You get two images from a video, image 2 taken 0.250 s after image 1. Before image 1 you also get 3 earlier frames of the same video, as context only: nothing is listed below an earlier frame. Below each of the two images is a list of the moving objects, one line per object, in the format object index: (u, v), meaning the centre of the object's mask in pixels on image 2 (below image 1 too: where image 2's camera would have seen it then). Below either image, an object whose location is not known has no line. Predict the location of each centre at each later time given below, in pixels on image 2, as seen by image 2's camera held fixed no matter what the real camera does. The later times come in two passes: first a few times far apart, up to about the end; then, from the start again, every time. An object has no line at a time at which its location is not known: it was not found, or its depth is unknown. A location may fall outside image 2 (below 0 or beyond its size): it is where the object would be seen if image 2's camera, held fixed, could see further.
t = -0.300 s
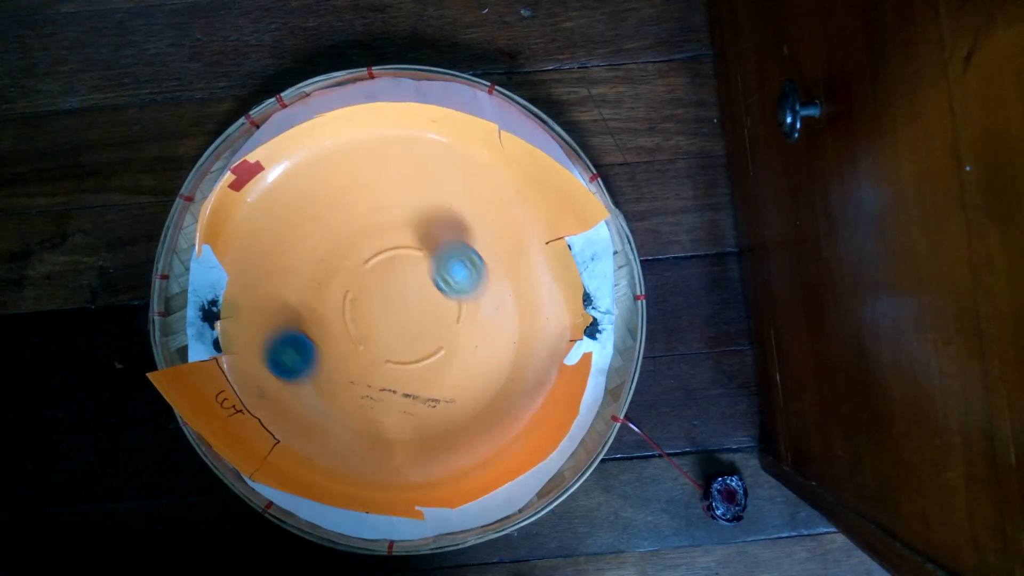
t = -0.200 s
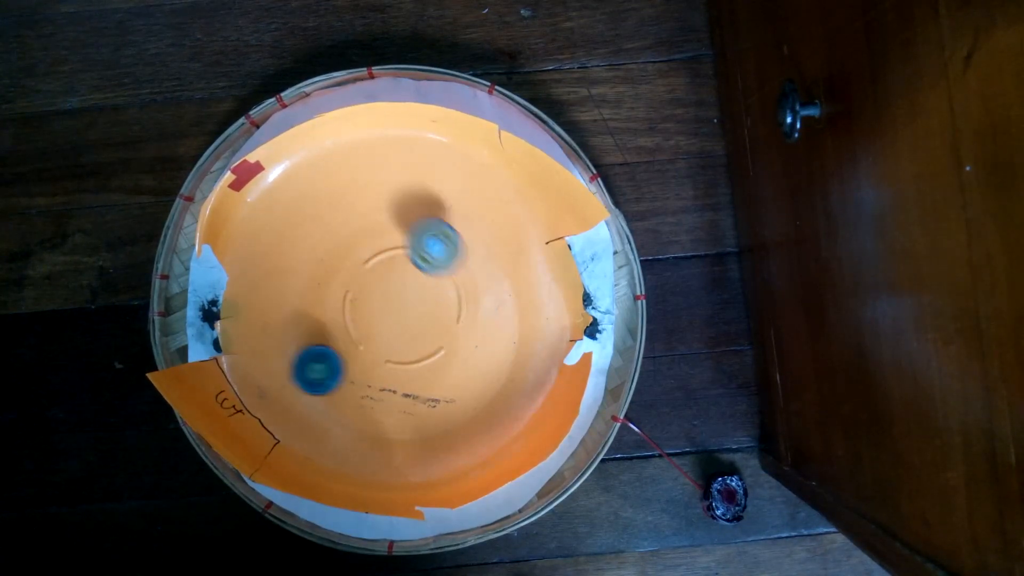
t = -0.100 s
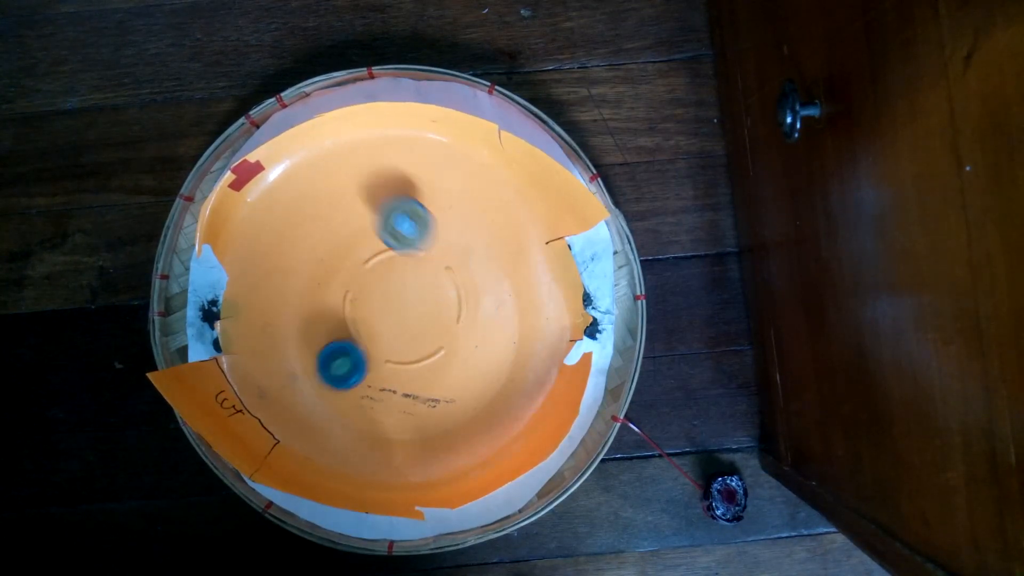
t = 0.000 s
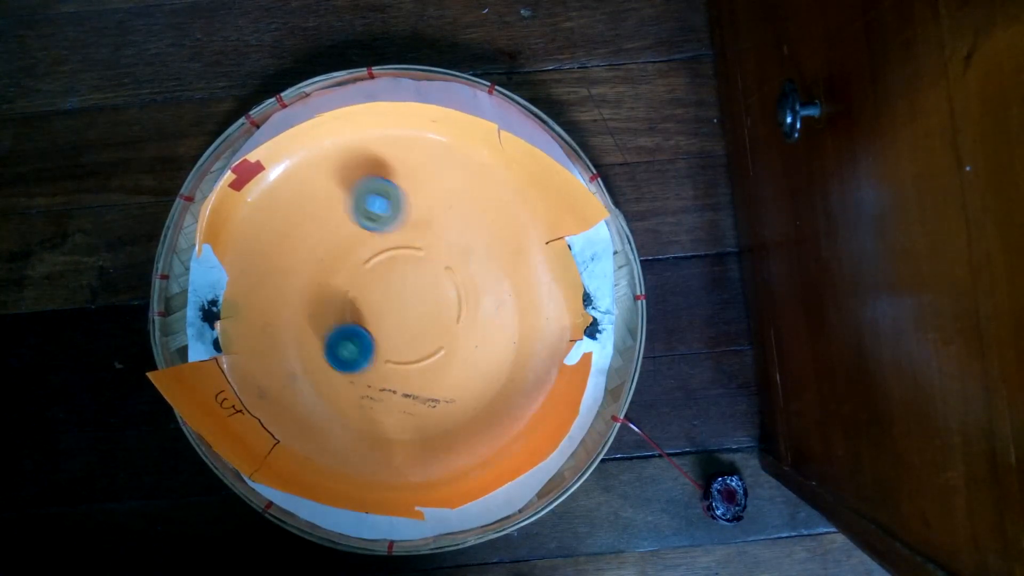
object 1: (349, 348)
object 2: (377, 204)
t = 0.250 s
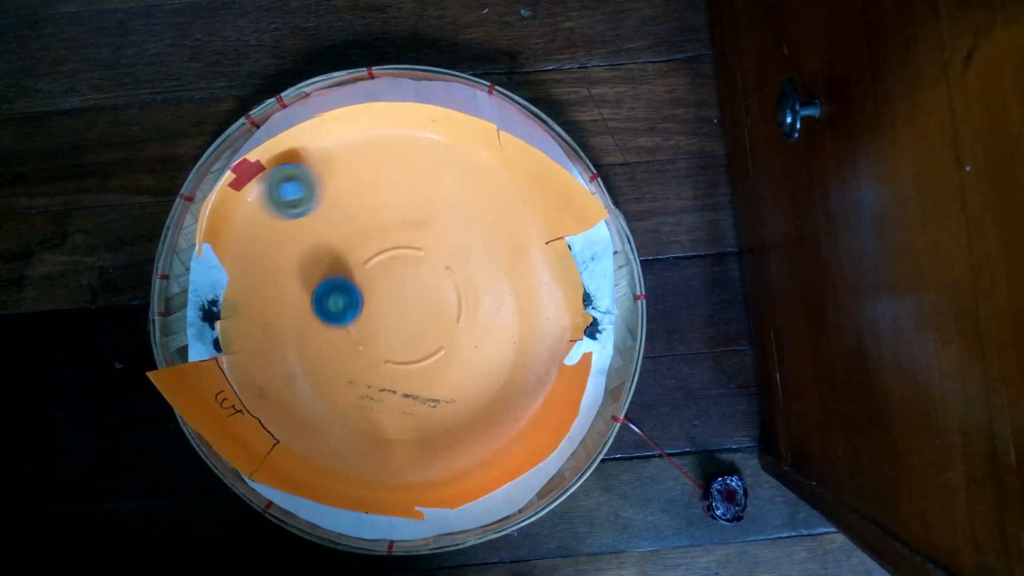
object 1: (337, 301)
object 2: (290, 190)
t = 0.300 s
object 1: (338, 294)
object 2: (275, 196)
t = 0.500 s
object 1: (330, 296)
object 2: (237, 245)
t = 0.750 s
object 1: (334, 286)
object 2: (274, 316)
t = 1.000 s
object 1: (339, 281)
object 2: (346, 345)
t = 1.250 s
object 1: (371, 248)
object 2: (407, 350)
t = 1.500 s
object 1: (368, 254)
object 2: (475, 341)
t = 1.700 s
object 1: (368, 254)
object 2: (524, 340)
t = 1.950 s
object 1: (375, 249)
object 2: (553, 301)
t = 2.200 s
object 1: (379, 248)
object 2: (538, 266)
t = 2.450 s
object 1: (389, 245)
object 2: (479, 233)
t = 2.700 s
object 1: (376, 238)
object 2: (486, 258)
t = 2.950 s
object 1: (338, 233)
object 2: (523, 242)
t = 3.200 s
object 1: (301, 267)
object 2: (473, 235)
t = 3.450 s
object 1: (309, 298)
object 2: (449, 289)
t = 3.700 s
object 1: (328, 268)
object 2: (426, 334)
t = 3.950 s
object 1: (336, 243)
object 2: (394, 362)
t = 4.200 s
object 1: (312, 263)
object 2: (379, 354)
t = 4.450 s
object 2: (340, 347)
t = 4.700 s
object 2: (296, 322)
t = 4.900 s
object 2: (281, 322)
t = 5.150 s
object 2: (308, 323)
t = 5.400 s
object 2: (311, 283)
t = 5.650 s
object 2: (282, 331)
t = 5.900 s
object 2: (319, 383)
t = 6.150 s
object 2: (361, 365)
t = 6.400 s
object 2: (357, 321)
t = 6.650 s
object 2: (349, 276)
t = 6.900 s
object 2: (347, 245)
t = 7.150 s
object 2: (331, 227)
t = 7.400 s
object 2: (316, 253)
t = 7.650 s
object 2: (346, 263)
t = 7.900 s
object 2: (380, 264)
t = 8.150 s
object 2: (421, 260)
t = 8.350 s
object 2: (376, 260)
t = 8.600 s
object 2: (334, 268)
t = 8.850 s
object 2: (301, 246)
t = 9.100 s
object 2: (285, 272)
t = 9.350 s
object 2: (317, 293)
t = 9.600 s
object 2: (317, 315)
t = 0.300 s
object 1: (338, 294)
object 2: (275, 196)
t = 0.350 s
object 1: (334, 293)
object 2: (261, 204)
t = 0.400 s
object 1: (331, 293)
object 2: (249, 214)
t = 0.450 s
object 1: (330, 294)
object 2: (241, 228)
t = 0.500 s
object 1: (330, 296)
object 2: (237, 245)
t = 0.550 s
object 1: (333, 300)
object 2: (237, 262)
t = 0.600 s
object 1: (338, 299)
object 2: (243, 278)
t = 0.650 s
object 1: (336, 291)
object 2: (252, 292)
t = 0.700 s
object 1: (335, 288)
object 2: (261, 304)
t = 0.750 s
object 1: (334, 286)
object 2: (274, 316)
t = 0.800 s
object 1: (335, 285)
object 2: (289, 327)
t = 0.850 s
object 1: (335, 283)
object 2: (305, 336)
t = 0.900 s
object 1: (335, 282)
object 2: (321, 340)
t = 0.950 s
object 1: (337, 283)
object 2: (335, 342)
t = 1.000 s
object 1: (339, 281)
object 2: (346, 345)
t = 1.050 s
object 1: (342, 277)
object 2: (354, 345)
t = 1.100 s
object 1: (348, 272)
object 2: (364, 343)
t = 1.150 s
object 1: (357, 267)
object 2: (377, 342)
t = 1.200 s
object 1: (364, 260)
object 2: (391, 345)
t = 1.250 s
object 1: (371, 248)
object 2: (407, 350)
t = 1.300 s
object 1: (372, 246)
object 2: (422, 353)
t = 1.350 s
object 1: (368, 248)
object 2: (436, 352)
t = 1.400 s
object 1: (364, 255)
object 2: (449, 346)
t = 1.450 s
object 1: (365, 256)
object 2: (462, 342)
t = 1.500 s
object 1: (368, 254)
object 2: (475, 341)
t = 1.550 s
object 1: (372, 248)
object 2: (488, 340)
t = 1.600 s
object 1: (372, 248)
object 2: (500, 340)
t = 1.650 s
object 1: (370, 251)
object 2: (513, 341)
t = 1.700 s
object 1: (368, 254)
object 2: (524, 340)
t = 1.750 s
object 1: (370, 252)
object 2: (531, 333)
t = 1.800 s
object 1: (371, 252)
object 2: (538, 323)
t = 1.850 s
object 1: (373, 249)
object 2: (544, 314)
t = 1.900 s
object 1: (373, 251)
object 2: (549, 307)
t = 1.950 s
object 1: (375, 249)
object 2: (553, 301)
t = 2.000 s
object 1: (376, 248)
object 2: (557, 295)
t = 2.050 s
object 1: (374, 249)
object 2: (558, 289)
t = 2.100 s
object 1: (375, 249)
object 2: (554, 281)
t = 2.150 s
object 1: (377, 248)
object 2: (545, 271)
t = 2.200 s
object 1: (379, 248)
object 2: (538, 266)
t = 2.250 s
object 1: (383, 247)
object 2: (530, 261)
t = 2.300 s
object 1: (390, 244)
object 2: (520, 255)
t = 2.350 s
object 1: (394, 243)
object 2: (508, 246)
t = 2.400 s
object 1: (392, 243)
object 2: (494, 237)
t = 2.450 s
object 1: (389, 245)
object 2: (479, 233)
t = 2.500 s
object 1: (392, 243)
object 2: (464, 232)
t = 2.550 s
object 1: (393, 244)
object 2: (451, 236)
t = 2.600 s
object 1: (393, 240)
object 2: (453, 242)
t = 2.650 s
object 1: (384, 238)
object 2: (470, 250)
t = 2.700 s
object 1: (376, 238)
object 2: (486, 258)
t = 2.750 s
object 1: (368, 237)
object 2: (501, 262)
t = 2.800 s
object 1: (361, 236)
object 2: (512, 261)
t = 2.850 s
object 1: (355, 233)
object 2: (519, 256)
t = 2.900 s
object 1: (347, 231)
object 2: (523, 248)
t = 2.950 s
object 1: (338, 233)
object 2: (523, 242)
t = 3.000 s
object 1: (328, 238)
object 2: (519, 237)
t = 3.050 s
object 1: (320, 244)
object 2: (511, 232)
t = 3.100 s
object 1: (312, 250)
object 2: (499, 229)
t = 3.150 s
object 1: (306, 258)
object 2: (486, 230)
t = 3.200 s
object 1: (301, 267)
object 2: (473, 235)
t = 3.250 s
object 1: (298, 277)
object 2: (464, 245)
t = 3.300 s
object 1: (297, 289)
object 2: (459, 256)
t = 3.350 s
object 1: (299, 299)
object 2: (455, 267)
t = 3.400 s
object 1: (303, 301)
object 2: (452, 278)
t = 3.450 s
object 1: (309, 298)
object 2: (449, 289)
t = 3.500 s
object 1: (314, 293)
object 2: (445, 301)
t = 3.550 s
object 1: (318, 288)
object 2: (442, 312)
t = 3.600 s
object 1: (321, 282)
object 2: (438, 321)
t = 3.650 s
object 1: (324, 275)
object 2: (433, 329)
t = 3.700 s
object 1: (328, 268)
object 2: (426, 334)
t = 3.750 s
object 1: (330, 261)
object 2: (419, 340)
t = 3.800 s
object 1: (333, 255)
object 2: (412, 347)
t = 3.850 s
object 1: (335, 250)
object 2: (405, 353)
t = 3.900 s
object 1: (337, 246)
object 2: (398, 361)
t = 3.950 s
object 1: (336, 243)
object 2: (394, 362)
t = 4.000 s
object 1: (333, 243)
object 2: (393, 359)
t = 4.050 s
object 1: (328, 244)
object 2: (388, 359)
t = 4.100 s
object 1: (321, 249)
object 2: (385, 358)
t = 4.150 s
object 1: (316, 256)
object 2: (383, 355)
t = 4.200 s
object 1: (312, 263)
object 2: (379, 354)
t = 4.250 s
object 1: (313, 267)
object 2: (372, 354)
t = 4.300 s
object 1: (316, 267)
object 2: (363, 351)
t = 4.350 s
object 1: (321, 264)
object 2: (355, 350)
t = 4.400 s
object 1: (325, 261)
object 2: (348, 351)
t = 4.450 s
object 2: (340, 347)
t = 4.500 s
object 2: (332, 342)
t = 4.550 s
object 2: (324, 337)
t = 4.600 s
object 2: (315, 333)
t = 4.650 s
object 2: (305, 328)
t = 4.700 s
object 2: (296, 322)
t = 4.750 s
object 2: (289, 317)
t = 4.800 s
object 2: (284, 315)
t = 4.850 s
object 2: (282, 318)
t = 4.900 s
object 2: (281, 322)
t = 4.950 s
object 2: (284, 327)
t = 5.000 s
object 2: (289, 332)
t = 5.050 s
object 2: (297, 334)
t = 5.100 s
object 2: (304, 331)
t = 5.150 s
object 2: (308, 323)
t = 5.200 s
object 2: (312, 312)
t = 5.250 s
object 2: (315, 300)
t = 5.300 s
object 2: (319, 287)
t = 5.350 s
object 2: (320, 278)
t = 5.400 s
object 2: (311, 283)
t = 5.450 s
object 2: (301, 288)
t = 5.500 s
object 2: (292, 294)
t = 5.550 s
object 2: (286, 305)
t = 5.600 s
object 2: (283, 318)
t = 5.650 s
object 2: (282, 331)
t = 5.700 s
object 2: (285, 346)
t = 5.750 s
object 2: (290, 360)
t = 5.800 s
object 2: (299, 372)
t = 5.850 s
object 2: (309, 380)
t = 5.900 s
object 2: (319, 383)
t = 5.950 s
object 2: (329, 384)
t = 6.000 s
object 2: (339, 382)
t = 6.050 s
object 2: (349, 378)
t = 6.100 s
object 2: (356, 373)
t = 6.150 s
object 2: (361, 365)
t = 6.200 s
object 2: (362, 357)
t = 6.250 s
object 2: (361, 348)
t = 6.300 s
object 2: (362, 338)
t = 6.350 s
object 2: (360, 329)
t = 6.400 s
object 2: (357, 321)
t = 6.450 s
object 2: (355, 312)
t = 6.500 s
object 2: (354, 303)
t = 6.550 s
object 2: (353, 294)
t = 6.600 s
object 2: (351, 284)
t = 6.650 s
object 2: (349, 276)
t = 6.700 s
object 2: (348, 268)
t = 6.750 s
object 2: (347, 261)
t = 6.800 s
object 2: (347, 256)
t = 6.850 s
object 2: (347, 251)
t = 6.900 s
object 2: (347, 245)
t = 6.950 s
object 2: (348, 238)
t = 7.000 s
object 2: (347, 231)
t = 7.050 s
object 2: (343, 227)
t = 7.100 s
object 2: (336, 226)
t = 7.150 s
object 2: (331, 227)
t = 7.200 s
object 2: (325, 229)
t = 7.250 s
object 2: (320, 233)
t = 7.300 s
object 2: (317, 239)
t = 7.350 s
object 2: (316, 246)
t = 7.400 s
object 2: (316, 253)
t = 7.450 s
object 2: (319, 261)
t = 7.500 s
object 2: (324, 264)
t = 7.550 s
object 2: (331, 264)
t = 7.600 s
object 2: (339, 263)
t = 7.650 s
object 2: (346, 263)
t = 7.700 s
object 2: (354, 264)
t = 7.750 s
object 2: (361, 263)
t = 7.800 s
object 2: (368, 259)
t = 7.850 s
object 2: (375, 260)
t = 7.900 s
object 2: (380, 264)
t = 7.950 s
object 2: (389, 264)
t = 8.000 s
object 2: (397, 263)
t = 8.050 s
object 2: (406, 262)
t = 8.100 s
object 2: (415, 261)
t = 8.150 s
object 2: (421, 260)
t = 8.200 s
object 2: (413, 254)
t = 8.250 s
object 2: (403, 251)
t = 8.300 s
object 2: (390, 254)
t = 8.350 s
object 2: (376, 260)
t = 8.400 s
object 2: (365, 267)
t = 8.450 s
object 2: (355, 275)
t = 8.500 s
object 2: (348, 276)
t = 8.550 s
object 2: (341, 272)
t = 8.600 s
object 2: (334, 268)
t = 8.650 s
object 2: (328, 261)
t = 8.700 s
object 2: (323, 253)
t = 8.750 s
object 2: (317, 247)
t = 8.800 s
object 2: (309, 245)
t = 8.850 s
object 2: (301, 246)
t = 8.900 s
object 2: (294, 249)
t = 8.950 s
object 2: (289, 254)
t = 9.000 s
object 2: (285, 259)
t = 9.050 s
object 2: (284, 265)
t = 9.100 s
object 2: (285, 272)
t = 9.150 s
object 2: (288, 280)
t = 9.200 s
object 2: (294, 287)
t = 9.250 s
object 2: (300, 294)
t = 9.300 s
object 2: (308, 296)
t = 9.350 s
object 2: (317, 293)
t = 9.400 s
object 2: (325, 289)
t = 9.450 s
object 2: (333, 289)
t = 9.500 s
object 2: (339, 289)
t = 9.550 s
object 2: (341, 290)
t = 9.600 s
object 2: (317, 315)
